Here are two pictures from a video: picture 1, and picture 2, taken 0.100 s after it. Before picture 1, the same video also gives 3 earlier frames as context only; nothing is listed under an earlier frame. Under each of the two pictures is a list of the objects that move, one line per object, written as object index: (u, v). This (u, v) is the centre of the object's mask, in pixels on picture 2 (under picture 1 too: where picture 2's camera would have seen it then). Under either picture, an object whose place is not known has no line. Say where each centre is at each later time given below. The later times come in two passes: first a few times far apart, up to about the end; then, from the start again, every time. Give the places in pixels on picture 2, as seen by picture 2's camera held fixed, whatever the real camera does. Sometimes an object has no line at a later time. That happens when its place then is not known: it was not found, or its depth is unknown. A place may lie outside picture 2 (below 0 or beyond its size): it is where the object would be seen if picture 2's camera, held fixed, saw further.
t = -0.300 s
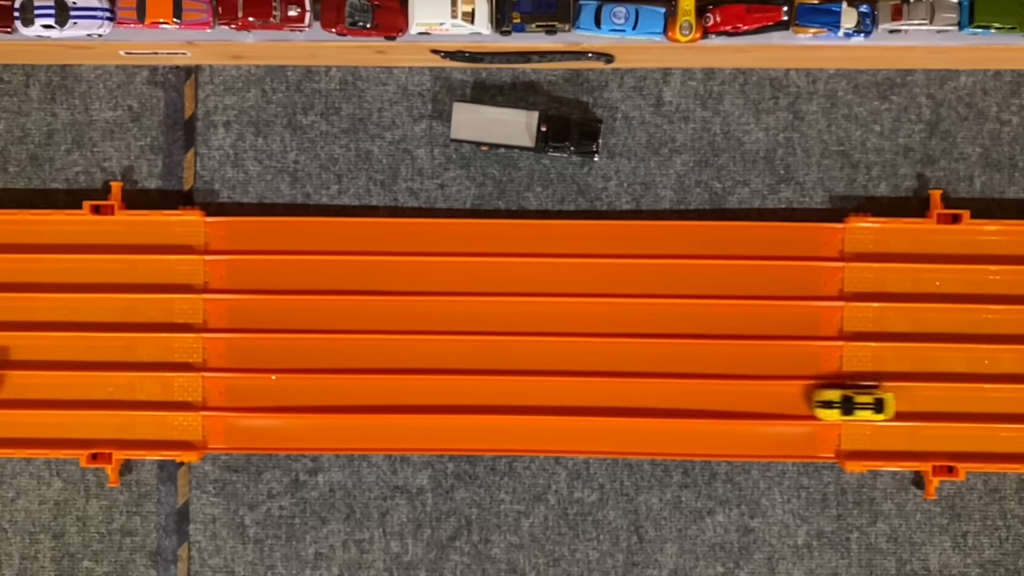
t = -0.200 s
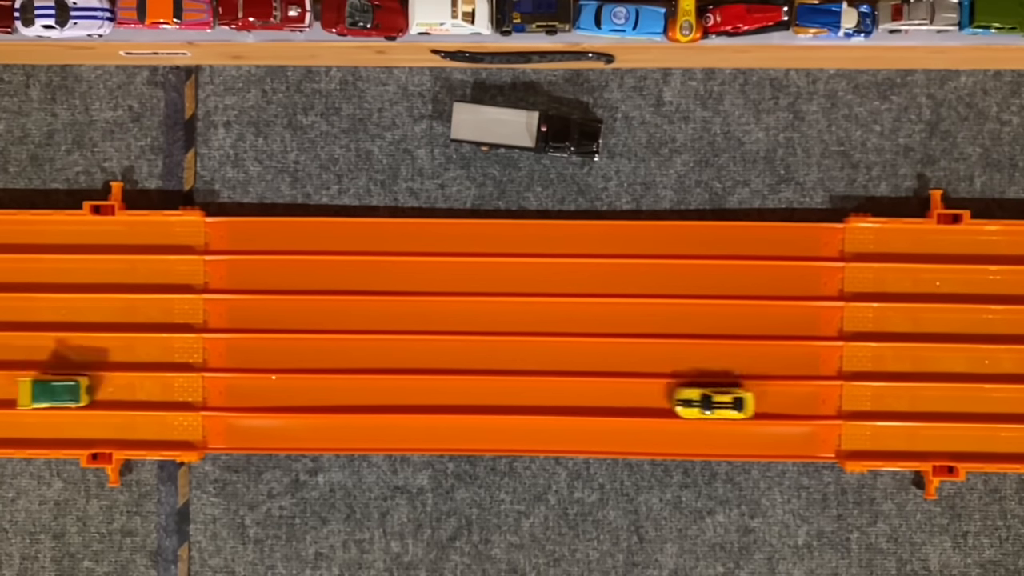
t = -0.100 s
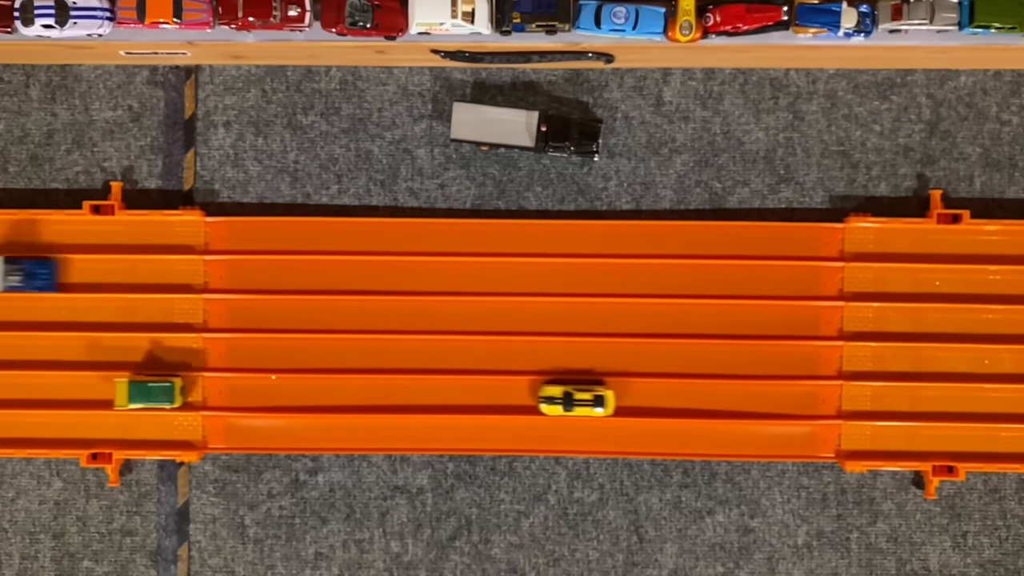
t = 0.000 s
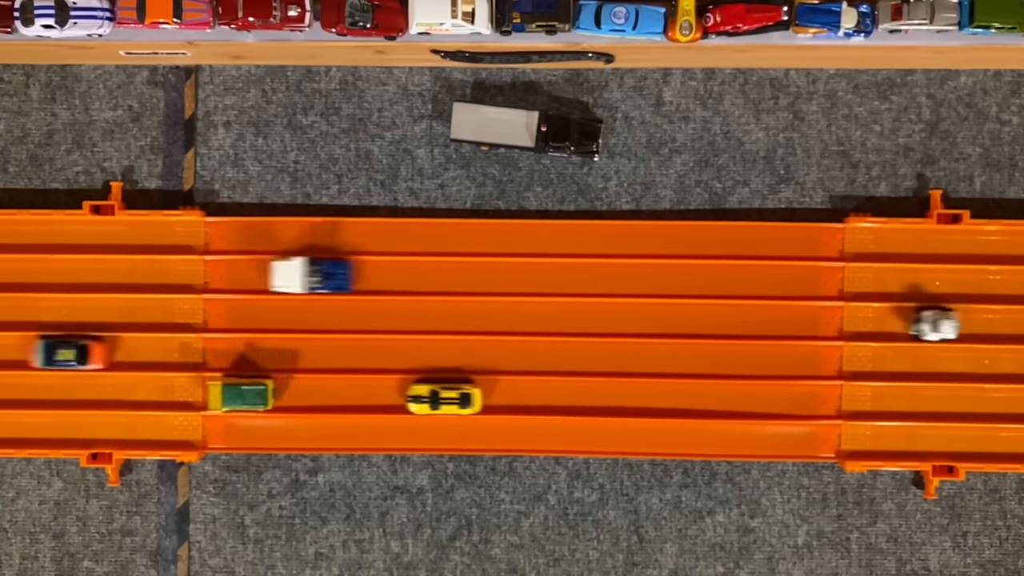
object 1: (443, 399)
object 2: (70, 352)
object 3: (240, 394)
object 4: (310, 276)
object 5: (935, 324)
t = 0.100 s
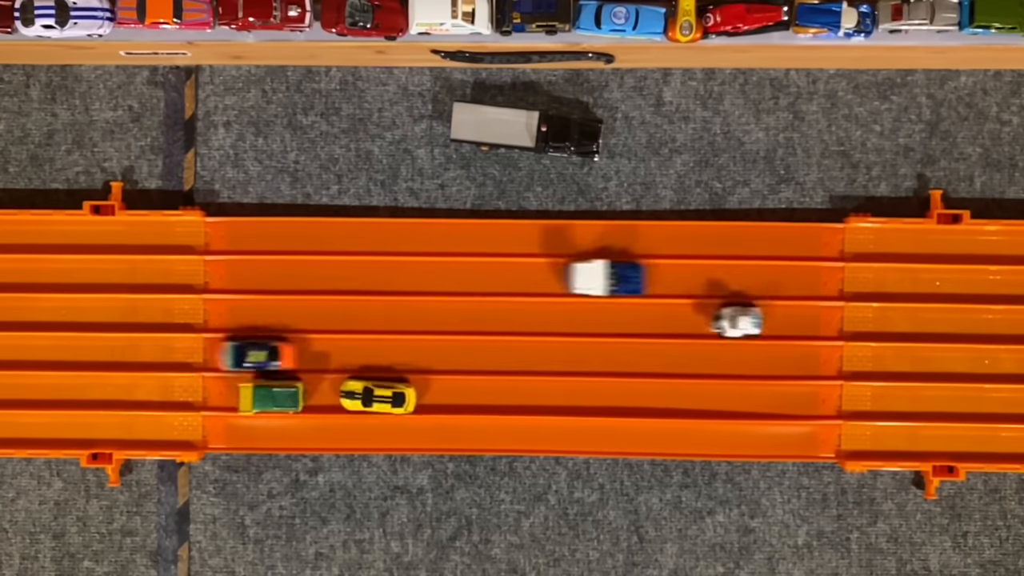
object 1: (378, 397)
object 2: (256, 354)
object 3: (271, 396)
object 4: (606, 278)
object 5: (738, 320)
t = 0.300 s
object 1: (429, 399)
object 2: (617, 358)
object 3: (166, 394)
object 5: (365, 316)
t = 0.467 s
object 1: (471, 400)
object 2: (897, 363)
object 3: (95, 394)
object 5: (82, 316)
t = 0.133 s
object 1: (386, 397)
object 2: (318, 354)
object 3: (251, 396)
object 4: (705, 279)
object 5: (673, 321)
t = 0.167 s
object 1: (395, 398)
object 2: (381, 354)
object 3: (233, 395)
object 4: (805, 281)
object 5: (609, 319)
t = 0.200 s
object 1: (403, 398)
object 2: (441, 355)
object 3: (214, 394)
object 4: (901, 284)
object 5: (547, 318)
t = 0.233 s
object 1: (412, 399)
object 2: (500, 356)
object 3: (198, 393)
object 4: (993, 286)
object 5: (486, 317)
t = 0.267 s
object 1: (421, 399)
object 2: (558, 357)
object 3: (182, 394)
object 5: (425, 317)
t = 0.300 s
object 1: (429, 399)
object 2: (617, 358)
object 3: (166, 394)
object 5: (365, 316)
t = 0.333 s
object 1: (438, 399)
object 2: (674, 360)
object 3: (152, 394)
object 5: (305, 316)
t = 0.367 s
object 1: (446, 399)
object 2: (731, 360)
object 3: (138, 394)
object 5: (247, 316)
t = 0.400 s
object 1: (455, 399)
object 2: (789, 360)
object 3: (123, 394)
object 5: (189, 315)
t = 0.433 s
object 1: (463, 399)
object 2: (843, 362)
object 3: (109, 394)
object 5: (133, 317)
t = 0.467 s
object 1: (471, 400)
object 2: (897, 363)
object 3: (95, 394)
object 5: (82, 316)
